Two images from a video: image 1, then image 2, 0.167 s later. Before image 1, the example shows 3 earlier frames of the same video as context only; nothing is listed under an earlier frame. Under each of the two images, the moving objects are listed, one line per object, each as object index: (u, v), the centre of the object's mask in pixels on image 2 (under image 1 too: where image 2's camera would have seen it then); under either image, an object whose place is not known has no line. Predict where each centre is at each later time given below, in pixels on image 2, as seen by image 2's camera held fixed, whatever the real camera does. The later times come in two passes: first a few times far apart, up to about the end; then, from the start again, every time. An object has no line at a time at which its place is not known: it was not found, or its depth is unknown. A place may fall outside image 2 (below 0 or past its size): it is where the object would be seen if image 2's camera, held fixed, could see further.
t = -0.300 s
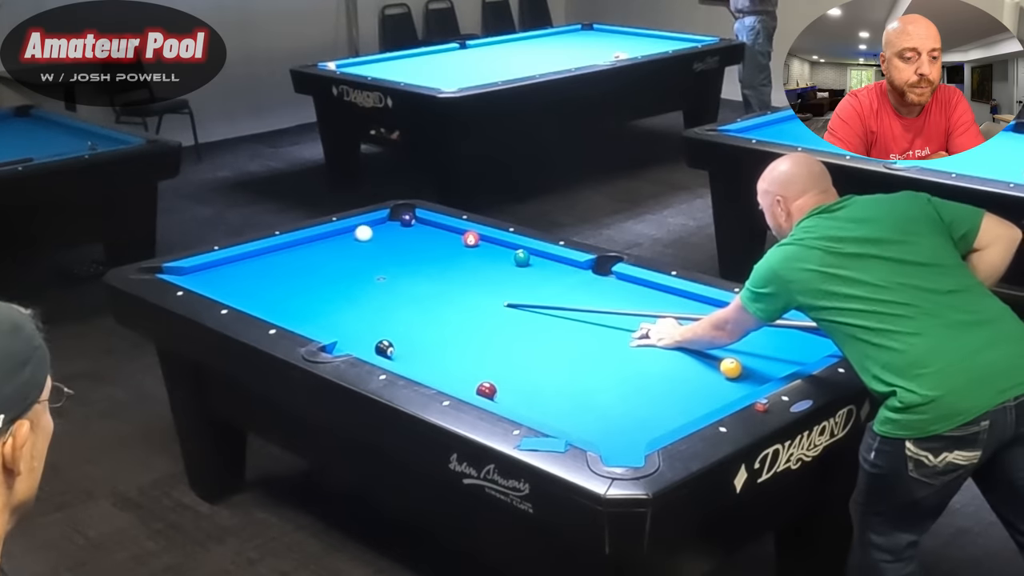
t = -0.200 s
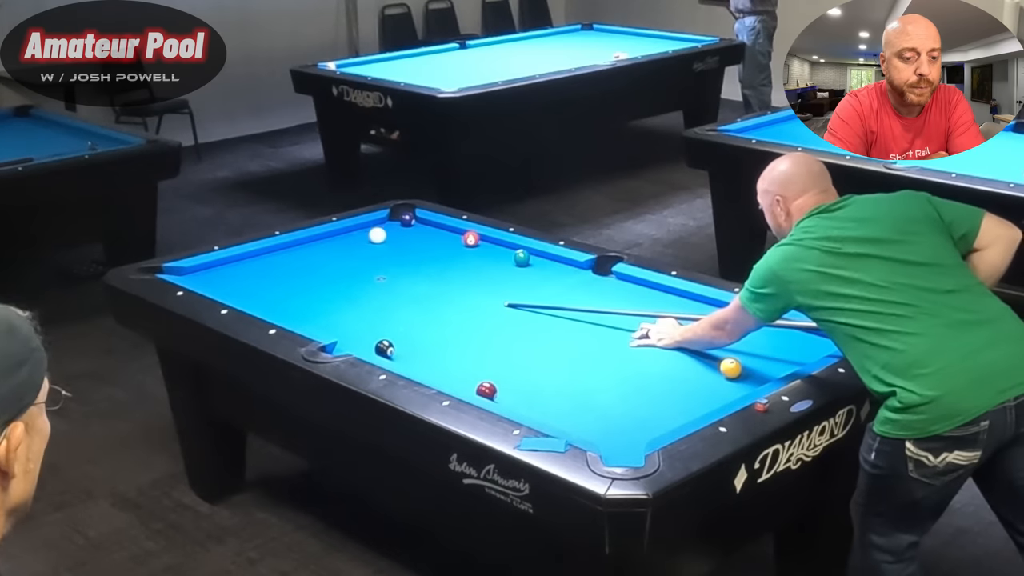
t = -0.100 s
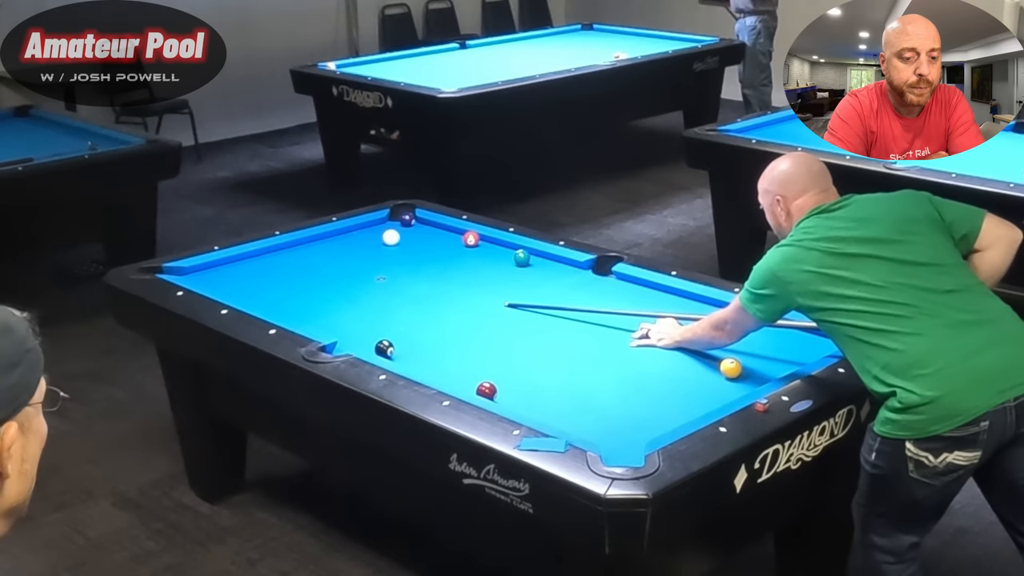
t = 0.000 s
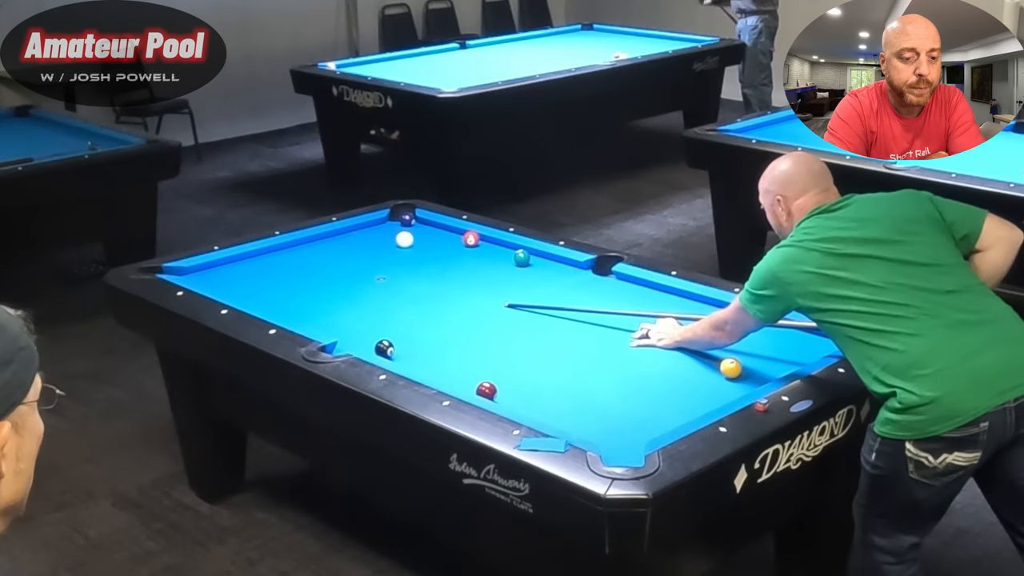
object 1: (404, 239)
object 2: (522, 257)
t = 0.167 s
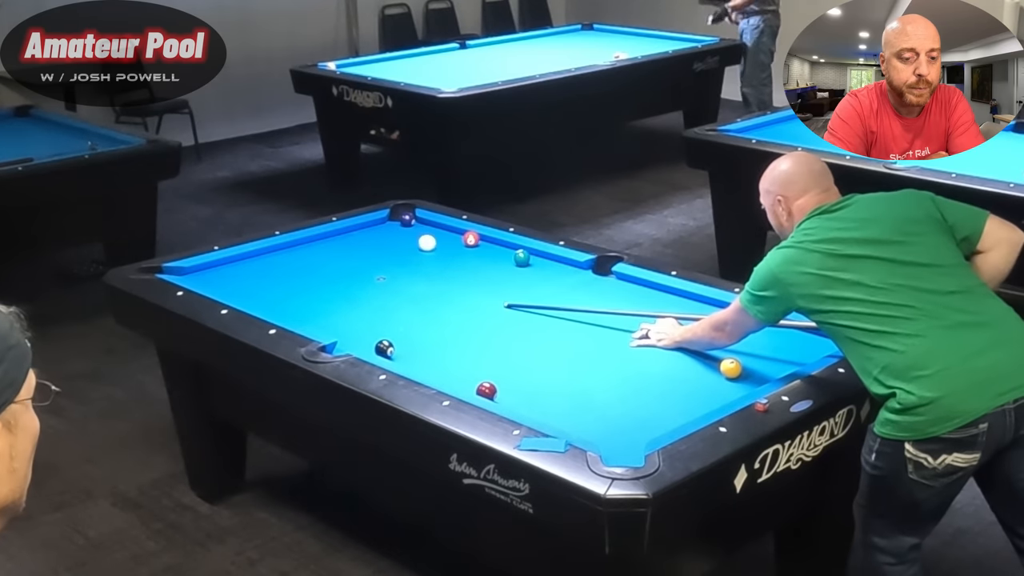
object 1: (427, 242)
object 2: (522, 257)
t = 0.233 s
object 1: (436, 244)
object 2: (522, 258)
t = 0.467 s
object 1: (467, 249)
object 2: (522, 257)
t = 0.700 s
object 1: (497, 253)
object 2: (522, 257)
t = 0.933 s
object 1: (512, 256)
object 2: (536, 260)
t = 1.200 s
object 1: (519, 256)
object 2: (557, 264)
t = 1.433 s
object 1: (525, 257)
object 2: (574, 267)
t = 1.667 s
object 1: (529, 257)
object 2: (590, 269)
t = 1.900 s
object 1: (531, 258)
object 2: (603, 272)
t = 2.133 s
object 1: (533, 258)
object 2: (600, 275)
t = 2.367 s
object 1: (534, 258)
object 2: (598, 277)
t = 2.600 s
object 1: (534, 258)
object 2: (595, 279)
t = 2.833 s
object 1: (534, 258)
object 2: (593, 280)
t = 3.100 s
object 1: (534, 258)
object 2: (591, 281)
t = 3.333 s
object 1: (534, 258)
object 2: (591, 282)
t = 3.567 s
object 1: (534, 258)
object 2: (590, 282)
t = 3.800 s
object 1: (534, 258)
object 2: (590, 282)
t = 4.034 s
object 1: (534, 258)
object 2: (590, 282)
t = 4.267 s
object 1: (534, 258)
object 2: (590, 282)
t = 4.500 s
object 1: (534, 258)
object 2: (590, 282)
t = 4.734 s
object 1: (534, 258)
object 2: (590, 282)
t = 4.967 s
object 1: (534, 258)
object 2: (590, 282)
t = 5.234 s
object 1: (534, 258)
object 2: (590, 282)
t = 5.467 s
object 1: (534, 258)
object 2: (590, 282)
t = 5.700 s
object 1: (534, 258)
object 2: (590, 282)
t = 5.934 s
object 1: (534, 258)
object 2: (590, 282)
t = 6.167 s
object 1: (534, 258)
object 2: (590, 282)
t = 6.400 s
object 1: (534, 258)
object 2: (590, 282)
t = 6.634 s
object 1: (534, 258)
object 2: (590, 282)
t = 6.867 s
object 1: (534, 258)
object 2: (590, 282)
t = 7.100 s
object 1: (534, 258)
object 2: (590, 282)
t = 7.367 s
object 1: (534, 258)
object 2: (590, 282)
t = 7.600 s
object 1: (534, 258)
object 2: (590, 282)
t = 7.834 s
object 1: (534, 258)
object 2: (590, 282)
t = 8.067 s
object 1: (534, 258)
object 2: (590, 282)
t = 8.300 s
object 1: (534, 258)
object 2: (590, 282)
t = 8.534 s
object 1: (534, 258)
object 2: (590, 282)
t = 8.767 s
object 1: (534, 258)
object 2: (590, 282)
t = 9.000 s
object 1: (534, 258)
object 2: (590, 282)
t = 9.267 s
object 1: (534, 258)
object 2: (590, 282)
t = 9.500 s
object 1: (534, 258)
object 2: (590, 282)
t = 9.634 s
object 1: (534, 258)
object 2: (590, 282)
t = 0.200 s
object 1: (431, 243)
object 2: (522, 257)
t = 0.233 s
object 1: (436, 244)
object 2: (522, 258)
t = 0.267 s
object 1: (440, 245)
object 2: (522, 257)
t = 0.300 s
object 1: (444, 245)
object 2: (522, 257)
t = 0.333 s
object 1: (449, 246)
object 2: (522, 257)
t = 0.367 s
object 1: (453, 247)
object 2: (522, 257)
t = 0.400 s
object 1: (458, 247)
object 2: (522, 257)
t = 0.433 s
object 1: (462, 248)
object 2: (522, 257)
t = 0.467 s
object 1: (467, 249)
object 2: (522, 257)
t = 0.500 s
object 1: (471, 250)
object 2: (522, 257)
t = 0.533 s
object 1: (476, 250)
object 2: (522, 257)
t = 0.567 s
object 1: (480, 251)
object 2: (522, 257)
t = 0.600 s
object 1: (484, 251)
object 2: (522, 257)
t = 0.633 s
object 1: (489, 252)
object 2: (522, 257)
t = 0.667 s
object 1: (493, 253)
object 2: (522, 257)
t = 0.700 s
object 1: (497, 253)
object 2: (522, 257)
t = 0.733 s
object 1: (501, 254)
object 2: (522, 257)
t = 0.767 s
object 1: (506, 255)
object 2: (522, 257)
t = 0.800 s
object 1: (508, 255)
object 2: (524, 258)
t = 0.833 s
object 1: (509, 255)
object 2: (527, 259)
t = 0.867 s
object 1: (510, 255)
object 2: (530, 259)
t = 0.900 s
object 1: (511, 255)
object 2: (533, 260)
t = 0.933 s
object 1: (512, 256)
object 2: (536, 260)
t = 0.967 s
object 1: (513, 256)
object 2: (538, 261)
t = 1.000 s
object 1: (514, 256)
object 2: (541, 261)
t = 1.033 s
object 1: (515, 256)
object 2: (543, 261)
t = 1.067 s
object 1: (516, 256)
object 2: (546, 258)
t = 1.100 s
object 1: (517, 256)
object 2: (548, 263)
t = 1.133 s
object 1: (518, 256)
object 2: (552, 263)
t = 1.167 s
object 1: (518, 256)
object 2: (554, 263)
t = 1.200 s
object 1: (519, 256)
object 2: (557, 264)
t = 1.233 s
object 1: (520, 256)
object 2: (559, 264)
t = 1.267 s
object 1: (521, 256)
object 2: (561, 265)
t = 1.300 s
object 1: (522, 256)
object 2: (564, 265)
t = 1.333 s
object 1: (522, 257)
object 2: (566, 266)
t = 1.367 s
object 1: (523, 257)
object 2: (569, 266)
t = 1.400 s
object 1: (524, 257)
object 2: (571, 266)
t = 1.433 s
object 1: (525, 257)
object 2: (574, 267)
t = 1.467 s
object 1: (525, 257)
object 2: (576, 267)
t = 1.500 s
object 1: (526, 257)
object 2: (579, 267)
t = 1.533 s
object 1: (527, 257)
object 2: (581, 268)
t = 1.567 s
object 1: (527, 257)
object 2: (584, 269)
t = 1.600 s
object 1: (528, 257)
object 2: (586, 269)
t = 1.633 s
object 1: (528, 257)
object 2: (588, 270)
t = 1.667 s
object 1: (529, 257)
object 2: (590, 269)
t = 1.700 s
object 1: (529, 257)
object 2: (592, 270)
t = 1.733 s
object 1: (530, 257)
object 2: (595, 270)
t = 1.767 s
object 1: (530, 257)
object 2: (597, 271)
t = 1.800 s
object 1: (530, 257)
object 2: (600, 271)
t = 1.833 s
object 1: (531, 257)
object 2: (601, 271)
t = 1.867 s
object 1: (531, 257)
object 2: (604, 271)
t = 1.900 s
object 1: (531, 258)
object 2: (603, 272)
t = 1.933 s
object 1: (532, 258)
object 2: (603, 273)
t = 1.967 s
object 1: (532, 258)
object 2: (602, 273)
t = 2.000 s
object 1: (532, 258)
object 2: (602, 273)
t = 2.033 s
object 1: (533, 258)
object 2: (602, 274)
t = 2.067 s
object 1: (533, 258)
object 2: (601, 274)
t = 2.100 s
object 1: (533, 258)
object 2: (601, 274)
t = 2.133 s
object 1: (533, 258)
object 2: (600, 275)
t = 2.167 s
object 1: (534, 258)
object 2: (600, 275)
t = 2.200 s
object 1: (534, 258)
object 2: (599, 276)
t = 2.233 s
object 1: (534, 258)
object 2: (599, 276)
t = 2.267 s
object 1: (534, 258)
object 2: (599, 276)
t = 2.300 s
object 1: (534, 258)
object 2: (598, 276)
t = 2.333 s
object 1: (534, 258)
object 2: (598, 277)
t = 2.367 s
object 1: (534, 258)
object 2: (598, 277)
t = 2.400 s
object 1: (534, 258)
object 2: (597, 277)
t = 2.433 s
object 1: (534, 258)
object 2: (597, 278)
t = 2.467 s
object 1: (534, 258)
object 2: (596, 278)
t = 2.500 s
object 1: (534, 258)
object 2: (596, 278)
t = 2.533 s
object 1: (534, 258)
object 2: (596, 278)
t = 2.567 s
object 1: (534, 258)
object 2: (595, 279)
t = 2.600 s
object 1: (534, 258)
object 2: (595, 279)
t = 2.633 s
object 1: (534, 258)
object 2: (595, 279)
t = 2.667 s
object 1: (534, 258)
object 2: (595, 279)
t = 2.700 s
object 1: (534, 258)
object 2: (594, 280)
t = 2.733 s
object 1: (534, 258)
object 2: (594, 280)
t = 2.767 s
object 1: (534, 258)
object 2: (594, 280)
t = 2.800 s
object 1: (534, 258)
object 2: (593, 280)
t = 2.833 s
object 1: (534, 258)
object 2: (593, 280)
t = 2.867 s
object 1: (534, 258)
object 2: (593, 281)
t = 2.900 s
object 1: (534, 258)
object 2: (593, 281)
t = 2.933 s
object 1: (534, 258)
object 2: (592, 281)
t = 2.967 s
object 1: (534, 258)
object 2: (592, 281)
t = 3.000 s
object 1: (534, 258)
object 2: (592, 281)
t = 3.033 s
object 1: (534, 258)
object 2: (592, 281)
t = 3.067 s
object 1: (534, 258)
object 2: (592, 281)
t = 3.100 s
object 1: (534, 258)
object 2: (591, 281)
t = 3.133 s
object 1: (534, 258)
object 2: (591, 282)
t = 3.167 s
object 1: (534, 258)
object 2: (591, 282)
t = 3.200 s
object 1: (534, 258)
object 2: (591, 282)
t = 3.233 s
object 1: (534, 258)
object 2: (591, 282)
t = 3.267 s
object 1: (534, 258)
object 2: (591, 282)
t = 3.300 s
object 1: (534, 258)
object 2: (591, 282)
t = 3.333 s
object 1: (534, 258)
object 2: (591, 282)
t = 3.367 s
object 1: (534, 258)
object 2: (591, 282)
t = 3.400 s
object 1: (534, 258)
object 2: (591, 282)
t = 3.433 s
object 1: (534, 258)
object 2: (591, 282)
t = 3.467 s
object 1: (534, 258)
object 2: (590, 282)
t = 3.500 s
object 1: (534, 258)
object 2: (590, 282)
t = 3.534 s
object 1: (534, 258)
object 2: (590, 282)
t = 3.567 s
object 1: (534, 258)
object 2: (590, 282)
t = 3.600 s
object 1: (534, 258)
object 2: (590, 282)
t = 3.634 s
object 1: (534, 258)
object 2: (590, 282)
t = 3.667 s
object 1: (534, 258)
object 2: (590, 282)
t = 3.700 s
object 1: (534, 258)
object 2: (590, 282)
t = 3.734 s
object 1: (534, 258)
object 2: (590, 282)
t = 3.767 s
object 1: (534, 258)
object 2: (590, 282)
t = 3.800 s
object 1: (534, 258)
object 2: (590, 282)
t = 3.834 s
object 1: (534, 258)
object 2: (590, 282)
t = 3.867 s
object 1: (534, 258)
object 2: (590, 282)
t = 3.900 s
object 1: (534, 258)
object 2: (590, 282)
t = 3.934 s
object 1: (534, 258)
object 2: (590, 282)
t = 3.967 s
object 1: (534, 258)
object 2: (590, 282)
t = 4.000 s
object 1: (534, 258)
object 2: (590, 282)
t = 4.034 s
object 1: (534, 258)
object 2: (590, 282)
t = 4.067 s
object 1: (534, 258)
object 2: (590, 282)
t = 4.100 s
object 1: (534, 258)
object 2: (590, 282)
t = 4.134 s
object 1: (534, 258)
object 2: (590, 282)
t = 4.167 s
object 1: (534, 258)
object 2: (590, 282)
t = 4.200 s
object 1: (534, 258)
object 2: (590, 282)
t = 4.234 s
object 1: (534, 258)
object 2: (590, 282)
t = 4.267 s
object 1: (534, 258)
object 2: (590, 282)
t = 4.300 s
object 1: (534, 258)
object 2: (590, 282)
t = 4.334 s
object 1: (534, 258)
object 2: (590, 282)
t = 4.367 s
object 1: (534, 258)
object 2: (590, 282)
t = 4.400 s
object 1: (534, 258)
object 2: (590, 282)
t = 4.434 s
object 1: (534, 258)
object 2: (590, 282)
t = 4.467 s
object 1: (534, 258)
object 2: (590, 282)
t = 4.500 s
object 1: (534, 258)
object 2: (590, 282)
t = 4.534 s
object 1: (534, 258)
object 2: (590, 282)
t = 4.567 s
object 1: (534, 258)
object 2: (590, 282)
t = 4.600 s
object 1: (534, 258)
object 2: (590, 282)
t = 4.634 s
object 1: (534, 258)
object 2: (590, 282)
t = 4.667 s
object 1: (534, 258)
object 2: (590, 282)
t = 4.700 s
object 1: (534, 258)
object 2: (590, 282)
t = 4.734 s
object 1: (534, 258)
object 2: (590, 282)
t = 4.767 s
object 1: (534, 258)
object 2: (590, 282)
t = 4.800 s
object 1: (534, 258)
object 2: (590, 282)
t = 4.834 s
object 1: (534, 258)
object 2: (590, 282)
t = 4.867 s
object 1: (534, 258)
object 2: (590, 282)
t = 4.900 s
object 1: (534, 258)
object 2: (590, 282)
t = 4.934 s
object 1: (534, 258)
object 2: (590, 282)
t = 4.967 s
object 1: (534, 258)
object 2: (590, 282)
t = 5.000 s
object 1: (534, 258)
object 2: (590, 282)
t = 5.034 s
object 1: (534, 258)
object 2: (590, 282)
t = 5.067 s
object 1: (534, 258)
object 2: (590, 282)
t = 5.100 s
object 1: (534, 258)
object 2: (590, 282)
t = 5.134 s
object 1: (534, 258)
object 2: (590, 282)
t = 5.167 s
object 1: (534, 258)
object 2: (590, 282)
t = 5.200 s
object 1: (534, 258)
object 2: (590, 282)
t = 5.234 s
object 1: (534, 258)
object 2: (590, 282)
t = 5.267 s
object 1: (534, 258)
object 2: (590, 282)
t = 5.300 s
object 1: (534, 258)
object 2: (590, 282)
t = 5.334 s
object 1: (534, 258)
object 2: (590, 282)
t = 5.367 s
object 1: (534, 258)
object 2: (590, 282)
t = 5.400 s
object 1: (534, 258)
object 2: (590, 282)
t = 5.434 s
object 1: (534, 258)
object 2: (590, 282)
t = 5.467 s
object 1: (534, 258)
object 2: (590, 282)
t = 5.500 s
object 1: (534, 258)
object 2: (590, 282)
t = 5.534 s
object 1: (534, 258)
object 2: (590, 282)
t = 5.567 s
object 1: (534, 258)
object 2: (590, 282)
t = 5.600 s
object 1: (534, 258)
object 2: (590, 282)
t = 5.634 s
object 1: (534, 258)
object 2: (590, 282)
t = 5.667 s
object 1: (534, 258)
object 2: (590, 282)
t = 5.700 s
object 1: (534, 258)
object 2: (590, 282)
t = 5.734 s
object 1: (534, 258)
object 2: (590, 282)
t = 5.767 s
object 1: (534, 258)
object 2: (590, 282)
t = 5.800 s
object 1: (534, 258)
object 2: (590, 282)
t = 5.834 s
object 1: (534, 258)
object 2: (590, 282)
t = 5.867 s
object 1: (534, 258)
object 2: (590, 282)
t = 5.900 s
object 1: (534, 258)
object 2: (590, 282)
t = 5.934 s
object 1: (534, 258)
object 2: (590, 282)
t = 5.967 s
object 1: (534, 258)
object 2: (590, 282)
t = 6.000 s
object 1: (534, 258)
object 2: (590, 282)
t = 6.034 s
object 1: (534, 258)
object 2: (590, 282)
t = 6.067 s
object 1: (534, 258)
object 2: (590, 282)
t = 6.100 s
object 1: (534, 258)
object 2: (590, 282)
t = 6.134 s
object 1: (534, 258)
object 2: (590, 282)
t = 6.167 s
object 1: (534, 258)
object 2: (590, 282)
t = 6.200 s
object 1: (534, 258)
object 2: (590, 282)
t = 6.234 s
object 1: (534, 258)
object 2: (590, 282)
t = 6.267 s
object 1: (534, 258)
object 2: (590, 282)
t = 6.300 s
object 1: (534, 258)
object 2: (590, 282)
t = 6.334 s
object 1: (534, 258)
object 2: (590, 282)
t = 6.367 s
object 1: (534, 258)
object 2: (590, 282)
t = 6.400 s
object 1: (534, 258)
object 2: (590, 282)
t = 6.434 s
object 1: (534, 258)
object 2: (590, 282)
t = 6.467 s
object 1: (534, 258)
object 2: (590, 282)
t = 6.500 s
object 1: (534, 258)
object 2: (590, 282)
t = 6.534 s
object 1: (534, 258)
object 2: (590, 282)
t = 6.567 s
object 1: (534, 258)
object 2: (590, 282)
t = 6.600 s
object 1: (534, 258)
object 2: (590, 282)
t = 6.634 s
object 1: (534, 258)
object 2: (590, 282)
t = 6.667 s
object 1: (534, 258)
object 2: (590, 282)
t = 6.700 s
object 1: (534, 258)
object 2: (590, 282)
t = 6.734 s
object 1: (534, 258)
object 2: (590, 282)
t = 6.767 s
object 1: (534, 258)
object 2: (590, 282)
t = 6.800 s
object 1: (534, 258)
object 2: (590, 282)
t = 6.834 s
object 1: (534, 258)
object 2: (590, 282)
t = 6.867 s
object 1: (534, 258)
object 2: (590, 282)
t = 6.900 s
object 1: (534, 258)
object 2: (590, 282)
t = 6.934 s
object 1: (534, 258)
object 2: (590, 282)
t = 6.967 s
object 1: (534, 258)
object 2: (590, 282)
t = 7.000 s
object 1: (534, 258)
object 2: (590, 282)
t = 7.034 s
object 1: (534, 258)
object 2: (590, 282)
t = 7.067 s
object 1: (534, 258)
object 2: (590, 282)
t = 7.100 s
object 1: (534, 258)
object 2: (590, 282)
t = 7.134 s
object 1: (534, 258)
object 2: (590, 282)
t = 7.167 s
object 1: (534, 258)
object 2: (590, 282)
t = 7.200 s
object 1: (534, 258)
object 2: (590, 282)
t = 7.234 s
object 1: (534, 258)
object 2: (590, 282)
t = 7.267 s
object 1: (534, 258)
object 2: (590, 282)
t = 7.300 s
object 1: (534, 258)
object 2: (590, 282)
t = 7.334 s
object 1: (534, 258)
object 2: (590, 282)
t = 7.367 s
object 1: (534, 258)
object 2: (590, 282)
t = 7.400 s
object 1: (534, 258)
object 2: (590, 282)
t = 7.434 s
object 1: (534, 258)
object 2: (590, 282)
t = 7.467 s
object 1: (534, 258)
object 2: (590, 282)
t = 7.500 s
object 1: (534, 258)
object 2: (590, 282)
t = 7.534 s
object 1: (534, 258)
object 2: (590, 282)
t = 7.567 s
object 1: (534, 258)
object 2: (590, 282)
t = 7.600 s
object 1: (534, 258)
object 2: (590, 282)
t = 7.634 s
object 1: (534, 258)
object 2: (590, 282)
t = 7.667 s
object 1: (534, 258)
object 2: (590, 282)
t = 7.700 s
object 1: (534, 258)
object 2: (590, 282)
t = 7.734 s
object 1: (534, 258)
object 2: (590, 282)
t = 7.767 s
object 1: (534, 258)
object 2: (590, 282)
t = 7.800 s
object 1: (534, 258)
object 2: (590, 282)
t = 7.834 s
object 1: (534, 258)
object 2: (590, 282)
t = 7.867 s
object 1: (534, 258)
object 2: (590, 282)
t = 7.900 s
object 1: (534, 258)
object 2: (590, 282)
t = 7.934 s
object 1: (534, 258)
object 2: (590, 282)
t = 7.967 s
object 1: (534, 258)
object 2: (590, 282)
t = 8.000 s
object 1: (534, 258)
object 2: (590, 282)
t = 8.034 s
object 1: (534, 258)
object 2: (590, 282)
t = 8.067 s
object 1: (534, 258)
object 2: (590, 282)
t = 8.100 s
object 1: (534, 258)
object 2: (590, 282)
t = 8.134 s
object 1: (534, 258)
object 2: (590, 282)
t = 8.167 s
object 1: (534, 258)
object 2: (590, 282)
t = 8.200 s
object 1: (534, 258)
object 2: (590, 282)
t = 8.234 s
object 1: (534, 258)
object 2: (590, 282)
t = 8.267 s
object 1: (534, 258)
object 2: (590, 282)
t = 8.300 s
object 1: (534, 258)
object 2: (590, 282)
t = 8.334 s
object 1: (534, 258)
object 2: (590, 282)
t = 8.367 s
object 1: (534, 258)
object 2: (590, 282)
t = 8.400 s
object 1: (534, 258)
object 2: (590, 282)
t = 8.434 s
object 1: (534, 258)
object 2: (590, 282)
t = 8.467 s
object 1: (534, 258)
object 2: (590, 282)
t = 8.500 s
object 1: (534, 258)
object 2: (590, 282)
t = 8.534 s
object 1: (534, 258)
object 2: (590, 282)
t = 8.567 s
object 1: (534, 258)
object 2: (590, 282)
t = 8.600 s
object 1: (534, 258)
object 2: (590, 282)
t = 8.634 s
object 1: (534, 258)
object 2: (590, 282)
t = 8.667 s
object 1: (534, 258)
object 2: (590, 282)
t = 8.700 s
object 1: (534, 258)
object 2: (590, 282)
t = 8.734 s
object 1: (534, 258)
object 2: (590, 282)
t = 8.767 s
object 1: (534, 258)
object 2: (590, 282)
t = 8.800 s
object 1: (534, 258)
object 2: (590, 282)
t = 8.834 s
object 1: (534, 258)
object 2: (590, 282)
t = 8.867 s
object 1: (534, 258)
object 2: (590, 282)
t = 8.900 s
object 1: (534, 258)
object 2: (590, 282)
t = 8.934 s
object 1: (534, 258)
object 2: (590, 282)
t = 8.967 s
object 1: (534, 258)
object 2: (590, 282)
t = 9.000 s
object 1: (534, 258)
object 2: (590, 282)
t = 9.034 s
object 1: (534, 258)
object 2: (590, 282)
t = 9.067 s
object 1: (534, 258)
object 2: (590, 282)
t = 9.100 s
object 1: (534, 258)
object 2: (590, 282)
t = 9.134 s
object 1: (534, 258)
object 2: (590, 282)
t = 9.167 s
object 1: (534, 258)
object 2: (590, 282)
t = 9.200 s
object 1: (534, 258)
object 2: (590, 282)
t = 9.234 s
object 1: (534, 258)
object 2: (590, 282)
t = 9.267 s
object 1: (534, 258)
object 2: (590, 282)
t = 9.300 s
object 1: (534, 258)
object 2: (590, 282)
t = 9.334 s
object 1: (534, 258)
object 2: (590, 282)
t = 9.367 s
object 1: (534, 258)
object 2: (590, 282)
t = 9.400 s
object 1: (534, 258)
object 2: (590, 282)
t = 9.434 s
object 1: (534, 258)
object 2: (590, 282)
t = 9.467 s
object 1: (534, 258)
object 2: (590, 282)
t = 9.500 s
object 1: (534, 258)
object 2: (590, 282)
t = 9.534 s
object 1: (534, 258)
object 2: (590, 282)
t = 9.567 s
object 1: (534, 258)
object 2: (590, 282)
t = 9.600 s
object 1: (534, 258)
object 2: (590, 282)
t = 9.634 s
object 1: (534, 258)
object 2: (590, 282)
